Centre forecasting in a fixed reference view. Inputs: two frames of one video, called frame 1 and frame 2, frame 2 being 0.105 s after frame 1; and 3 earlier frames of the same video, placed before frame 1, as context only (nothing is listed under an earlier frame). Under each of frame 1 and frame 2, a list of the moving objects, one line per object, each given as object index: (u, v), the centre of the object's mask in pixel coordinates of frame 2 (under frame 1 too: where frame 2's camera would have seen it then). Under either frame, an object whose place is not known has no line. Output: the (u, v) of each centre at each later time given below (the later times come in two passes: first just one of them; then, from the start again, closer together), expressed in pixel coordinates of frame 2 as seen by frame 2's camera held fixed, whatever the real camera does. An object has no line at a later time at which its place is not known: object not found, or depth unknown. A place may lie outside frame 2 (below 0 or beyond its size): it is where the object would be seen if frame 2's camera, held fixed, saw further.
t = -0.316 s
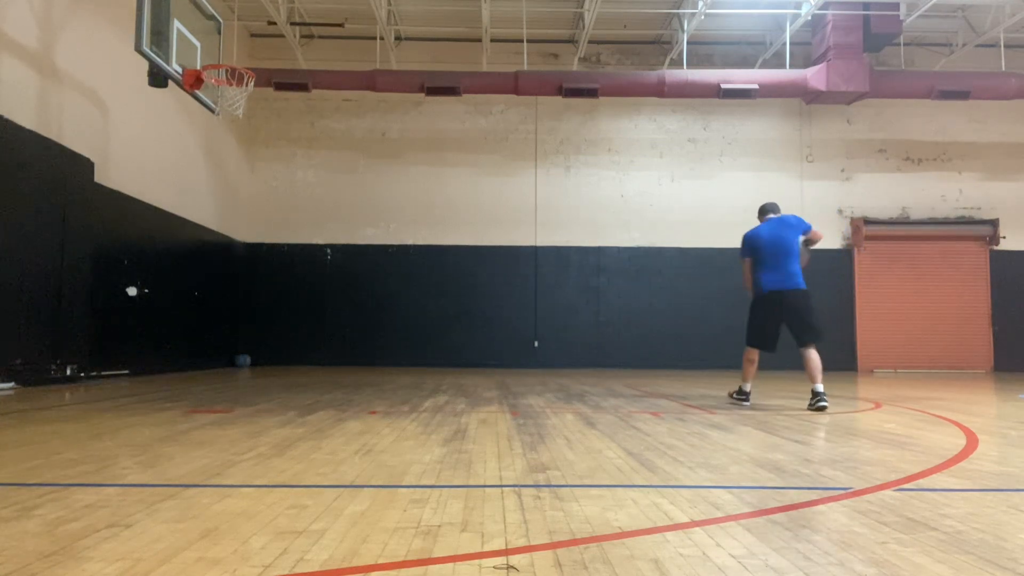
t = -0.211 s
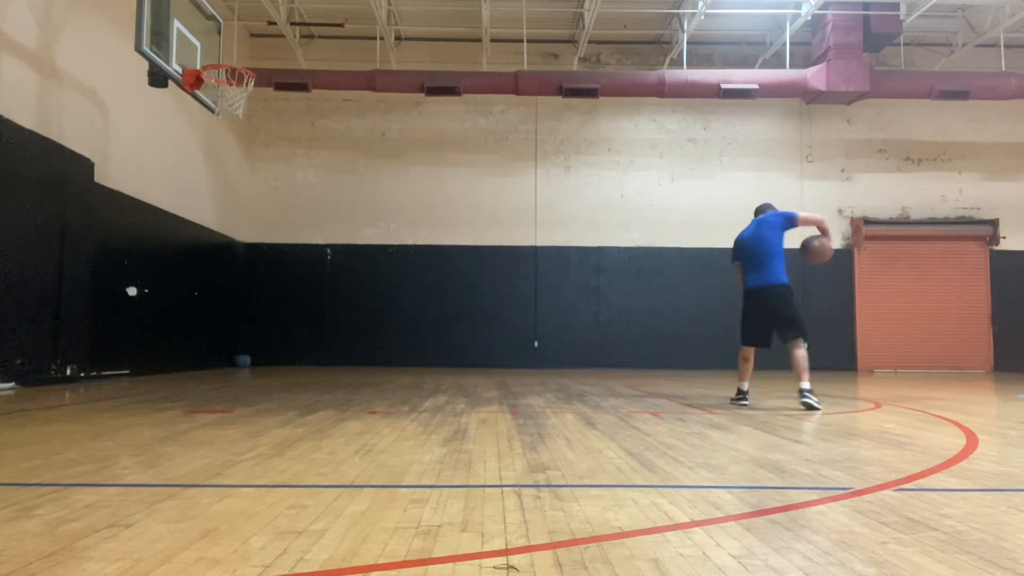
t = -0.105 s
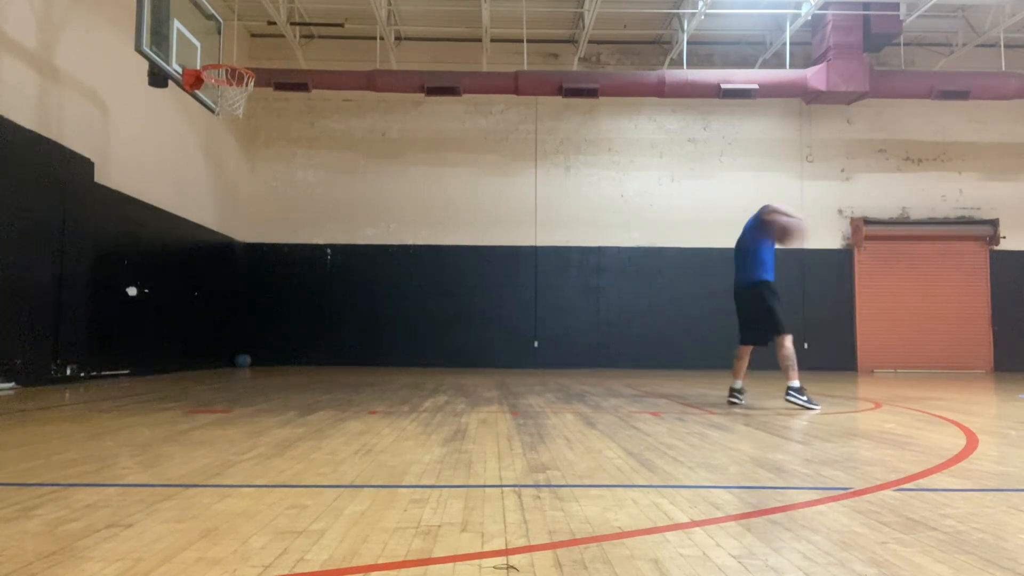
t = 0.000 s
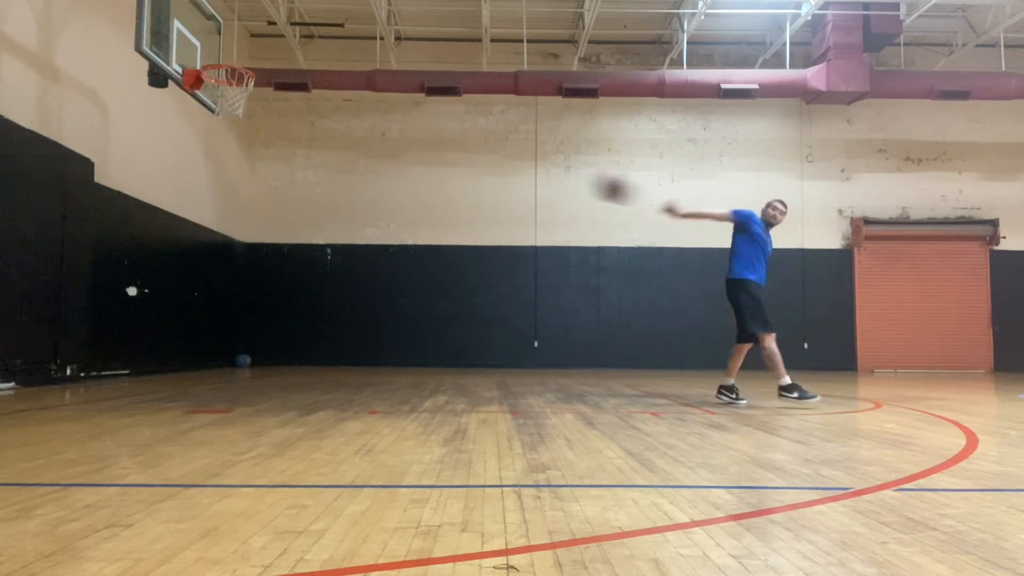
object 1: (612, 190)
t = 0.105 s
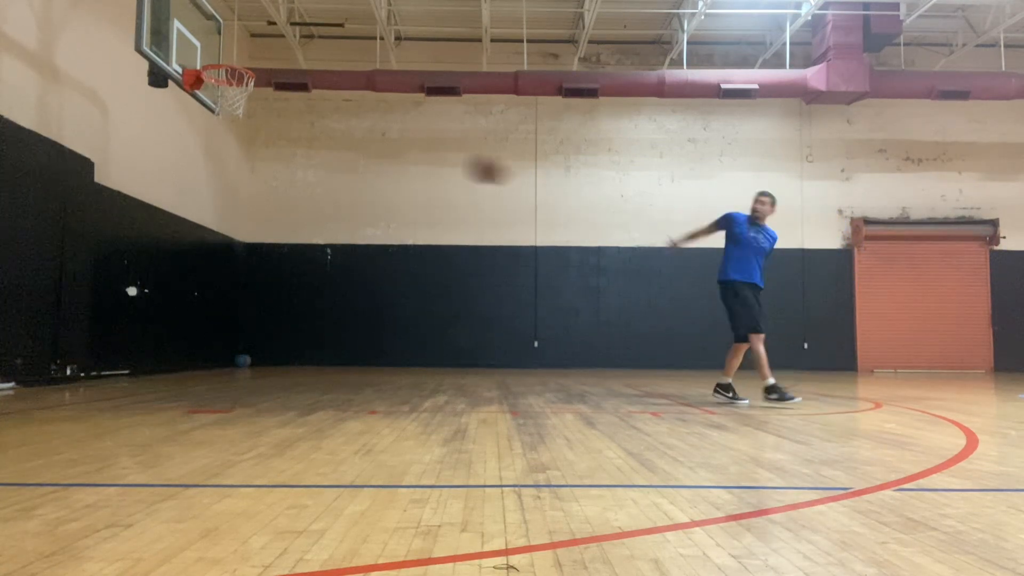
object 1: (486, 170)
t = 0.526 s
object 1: (33, 208)
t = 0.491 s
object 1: (68, 201)
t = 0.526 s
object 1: (33, 208)
